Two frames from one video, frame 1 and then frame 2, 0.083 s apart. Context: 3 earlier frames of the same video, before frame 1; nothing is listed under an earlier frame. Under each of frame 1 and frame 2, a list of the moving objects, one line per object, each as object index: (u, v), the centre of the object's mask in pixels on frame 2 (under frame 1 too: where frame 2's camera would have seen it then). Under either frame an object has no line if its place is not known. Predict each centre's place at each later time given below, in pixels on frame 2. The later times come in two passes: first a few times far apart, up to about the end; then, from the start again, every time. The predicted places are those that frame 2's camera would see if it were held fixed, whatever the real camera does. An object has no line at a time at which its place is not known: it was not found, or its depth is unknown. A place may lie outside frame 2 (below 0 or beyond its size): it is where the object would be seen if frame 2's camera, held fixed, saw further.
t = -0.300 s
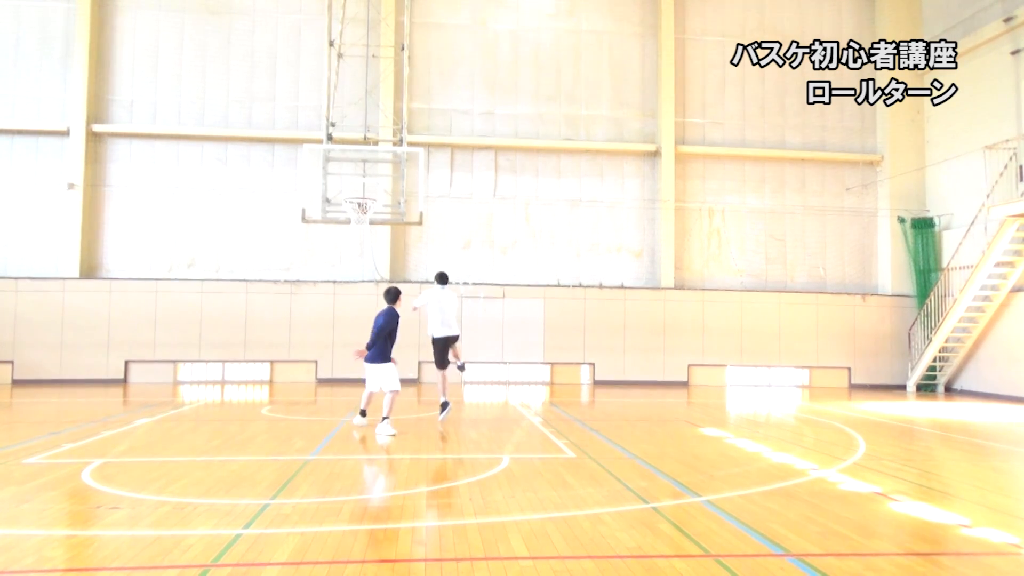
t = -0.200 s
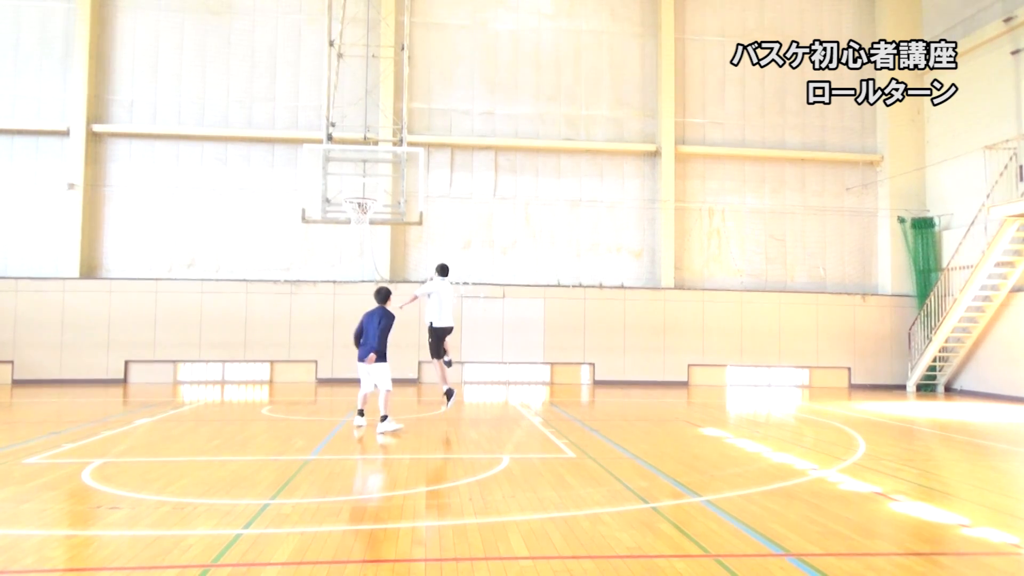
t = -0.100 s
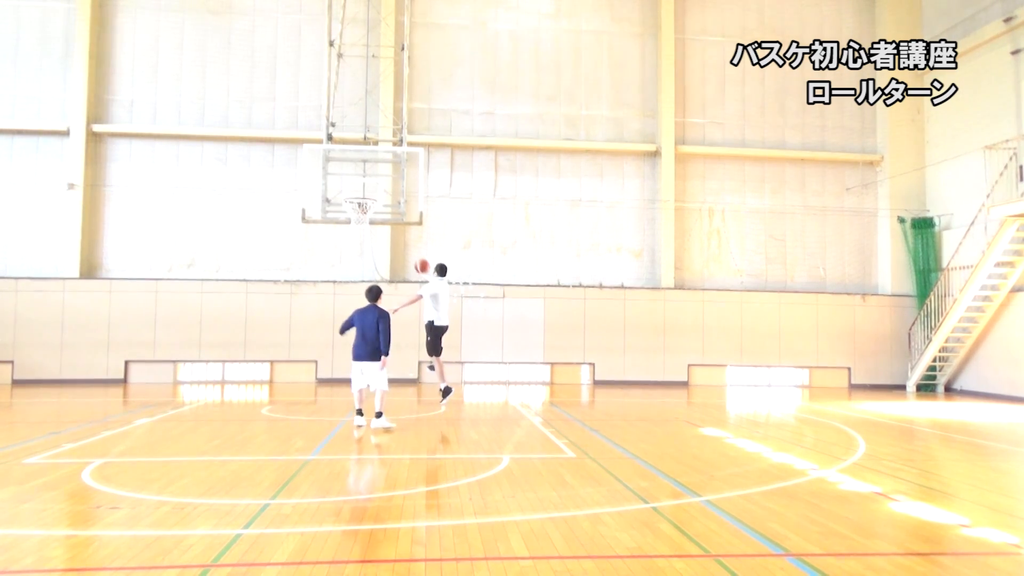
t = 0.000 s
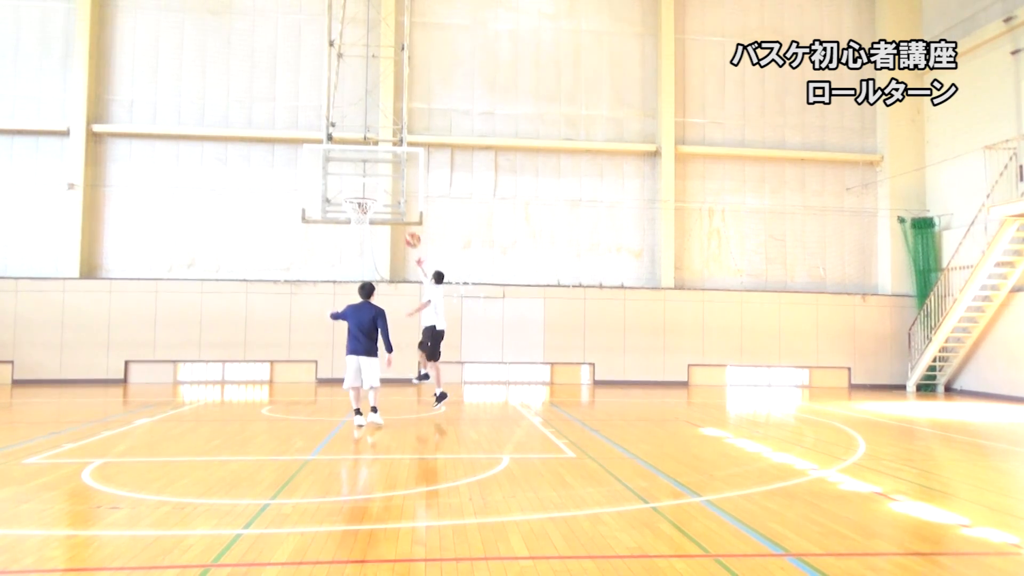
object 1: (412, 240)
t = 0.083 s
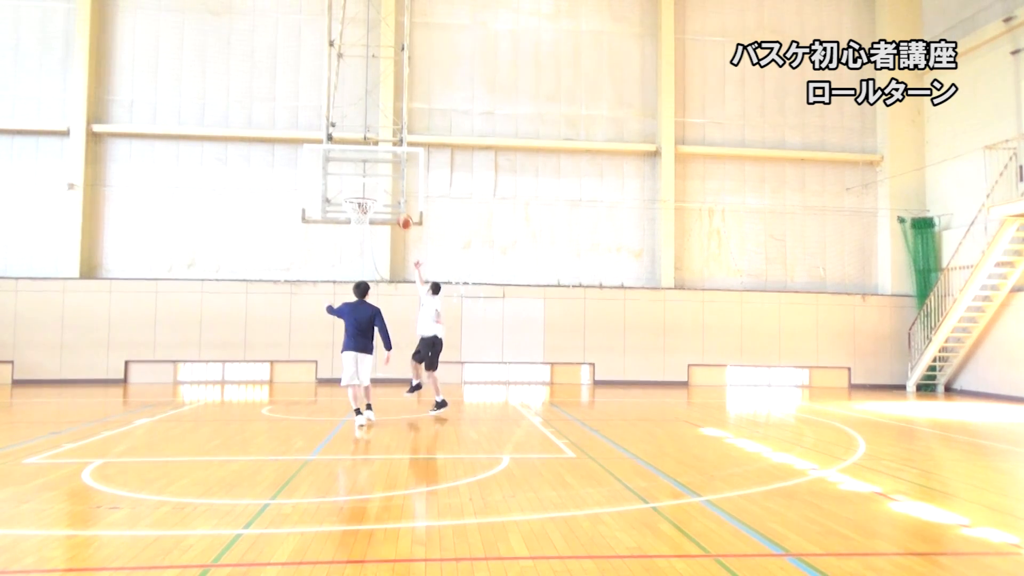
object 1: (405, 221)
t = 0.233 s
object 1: (391, 200)
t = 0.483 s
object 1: (369, 190)
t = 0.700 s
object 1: (352, 211)
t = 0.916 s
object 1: (350, 243)
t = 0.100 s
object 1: (403, 219)
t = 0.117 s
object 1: (401, 216)
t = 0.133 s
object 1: (399, 213)
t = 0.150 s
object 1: (398, 210)
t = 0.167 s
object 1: (396, 207)
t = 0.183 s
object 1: (394, 205)
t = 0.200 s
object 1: (393, 204)
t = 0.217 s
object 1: (392, 202)
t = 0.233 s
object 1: (391, 200)
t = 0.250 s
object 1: (389, 199)
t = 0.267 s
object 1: (387, 197)
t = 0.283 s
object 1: (386, 196)
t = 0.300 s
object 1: (384, 195)
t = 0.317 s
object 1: (382, 195)
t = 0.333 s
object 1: (381, 194)
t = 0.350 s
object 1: (380, 193)
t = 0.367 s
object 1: (379, 192)
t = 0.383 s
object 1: (378, 191)
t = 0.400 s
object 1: (376, 190)
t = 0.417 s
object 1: (375, 190)
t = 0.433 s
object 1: (373, 190)
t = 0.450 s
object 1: (372, 189)
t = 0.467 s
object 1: (371, 190)
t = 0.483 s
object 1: (369, 190)
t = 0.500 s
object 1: (367, 191)
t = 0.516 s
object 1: (366, 191)
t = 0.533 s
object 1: (365, 192)
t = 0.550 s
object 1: (364, 193)
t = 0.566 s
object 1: (364, 194)
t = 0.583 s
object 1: (363, 195)
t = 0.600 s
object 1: (361, 195)
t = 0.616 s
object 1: (360, 203)
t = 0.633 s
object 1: (356, 203)
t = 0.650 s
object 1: (357, 206)
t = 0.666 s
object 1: (356, 208)
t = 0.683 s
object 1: (352, 210)
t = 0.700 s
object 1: (352, 211)
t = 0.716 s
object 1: (351, 215)
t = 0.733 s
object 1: (352, 218)
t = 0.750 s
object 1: (351, 219)
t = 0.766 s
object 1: (350, 220)
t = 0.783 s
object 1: (350, 222)
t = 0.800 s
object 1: (350, 223)
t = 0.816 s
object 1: (350, 226)
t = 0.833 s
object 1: (350, 228)
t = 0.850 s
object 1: (350, 230)
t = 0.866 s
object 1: (350, 233)
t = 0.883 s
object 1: (350, 236)
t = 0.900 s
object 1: (350, 240)
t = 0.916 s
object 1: (350, 243)
